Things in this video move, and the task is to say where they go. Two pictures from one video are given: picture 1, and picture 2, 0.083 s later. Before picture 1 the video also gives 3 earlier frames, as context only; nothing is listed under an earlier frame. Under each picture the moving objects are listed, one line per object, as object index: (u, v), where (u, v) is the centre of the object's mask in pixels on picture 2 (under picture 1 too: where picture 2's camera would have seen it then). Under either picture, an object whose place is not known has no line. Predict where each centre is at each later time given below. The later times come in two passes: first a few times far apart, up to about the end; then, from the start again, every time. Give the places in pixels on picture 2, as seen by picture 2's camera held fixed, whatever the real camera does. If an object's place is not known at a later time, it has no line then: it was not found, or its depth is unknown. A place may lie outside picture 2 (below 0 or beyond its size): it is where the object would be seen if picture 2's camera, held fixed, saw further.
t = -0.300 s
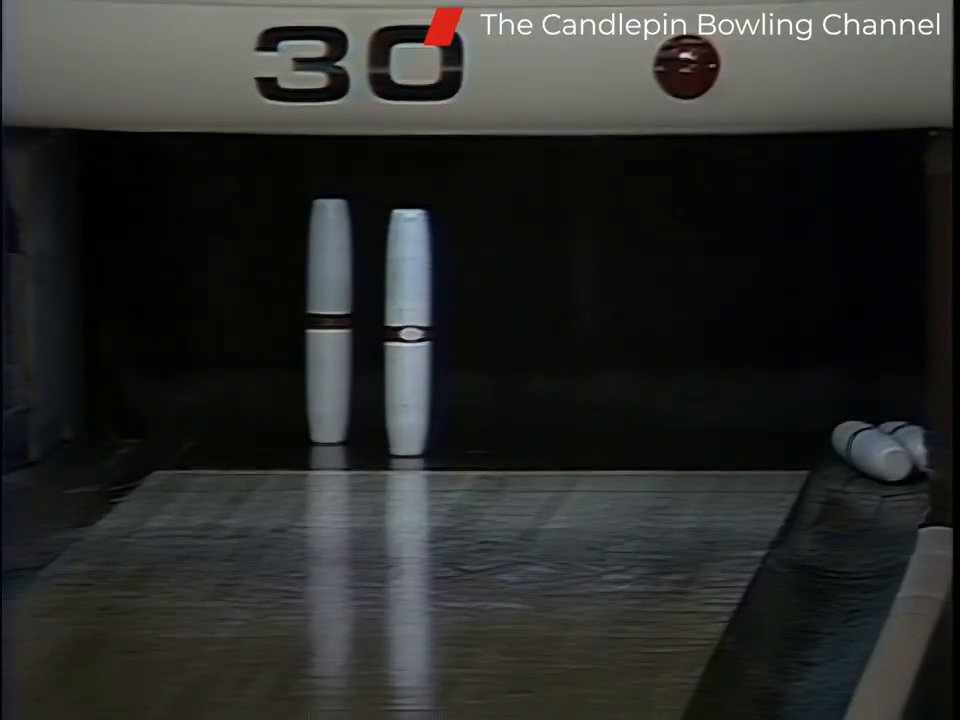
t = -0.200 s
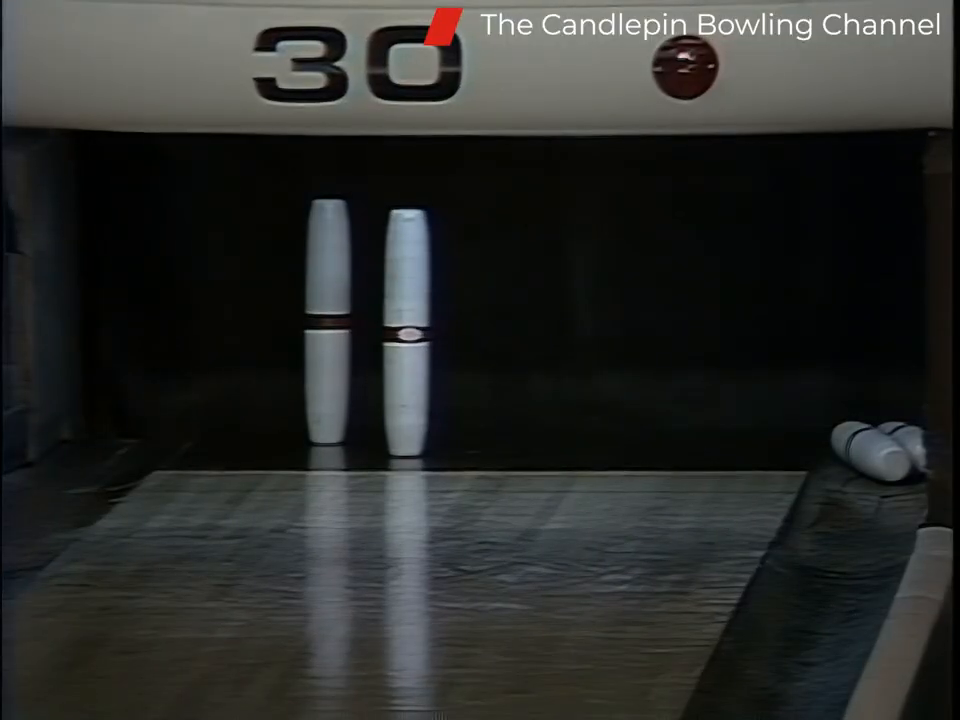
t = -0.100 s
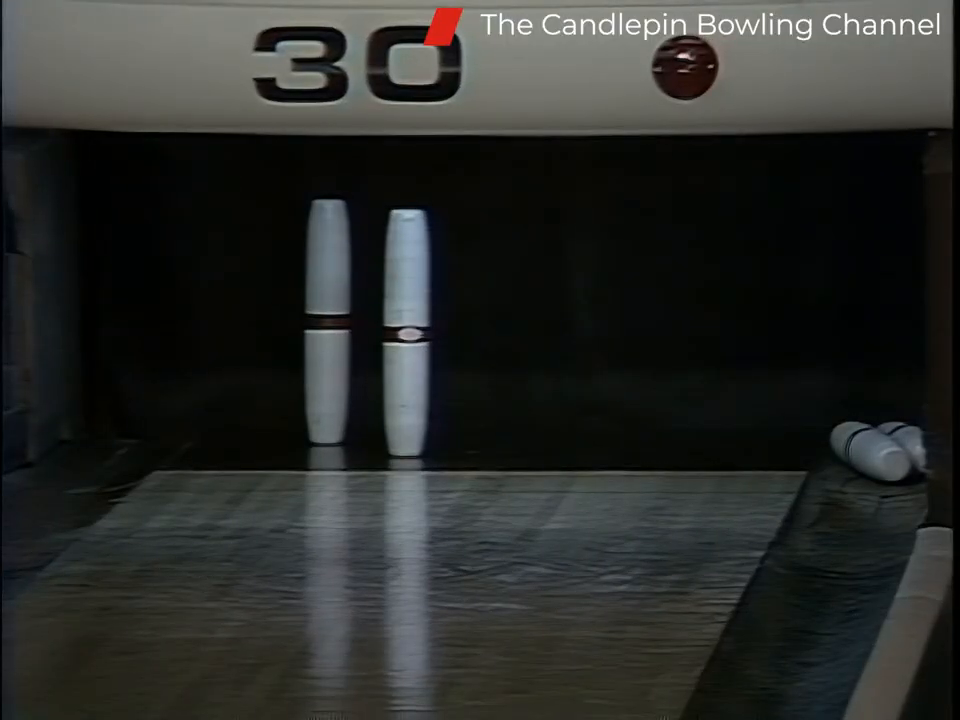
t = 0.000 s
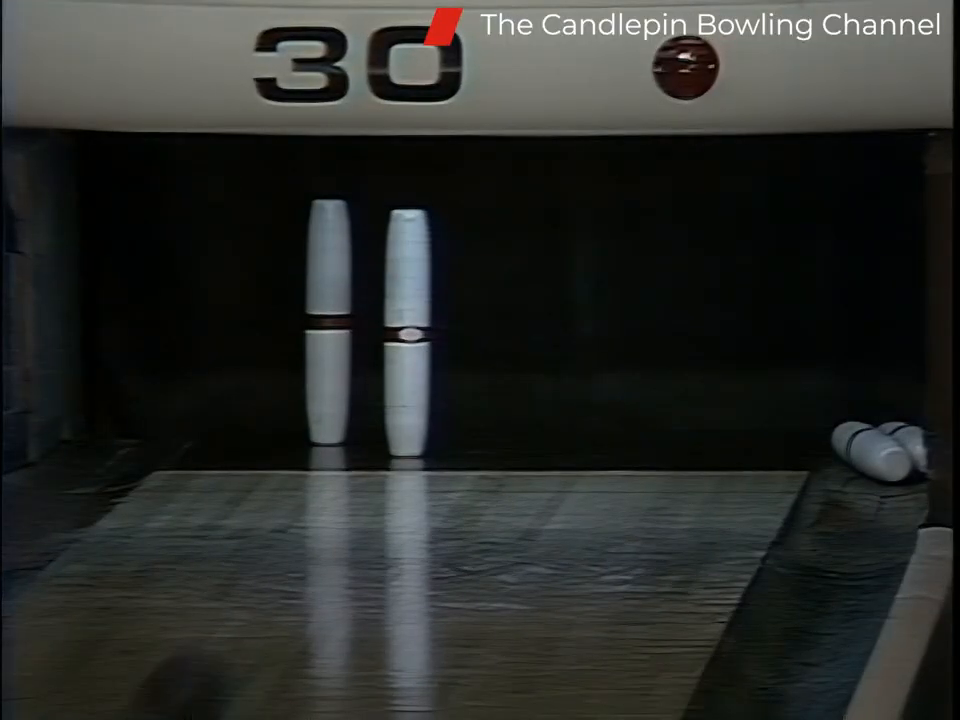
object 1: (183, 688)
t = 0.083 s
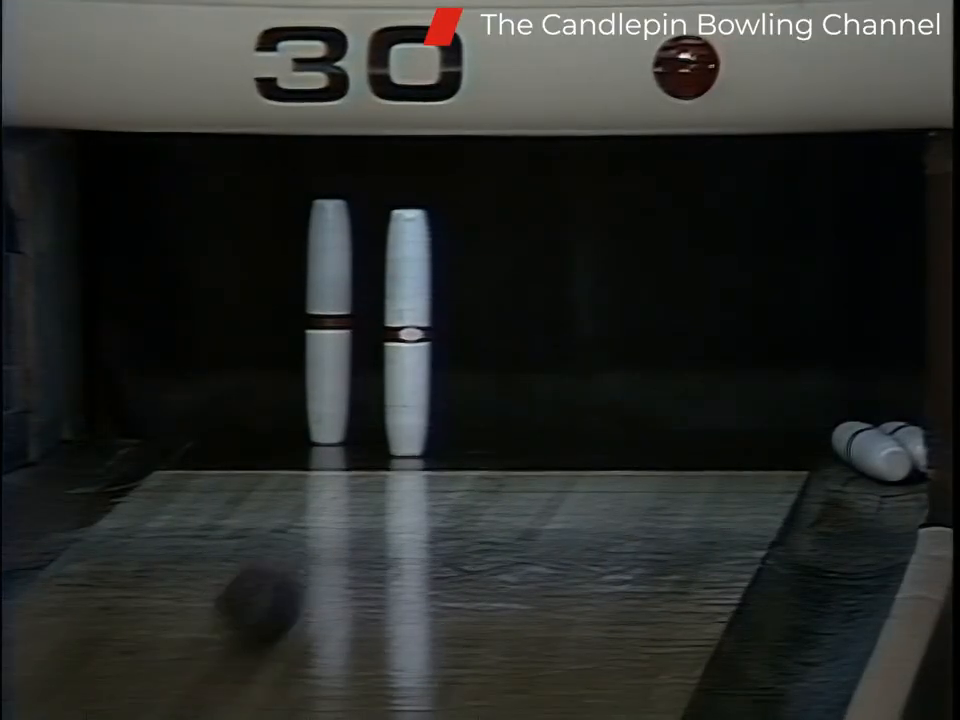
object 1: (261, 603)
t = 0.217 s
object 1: (361, 483)
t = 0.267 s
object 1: (394, 446)
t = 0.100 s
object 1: (274, 585)
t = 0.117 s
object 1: (288, 569)
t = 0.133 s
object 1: (300, 555)
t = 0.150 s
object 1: (313, 541)
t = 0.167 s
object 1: (327, 523)
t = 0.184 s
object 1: (338, 510)
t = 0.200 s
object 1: (351, 495)
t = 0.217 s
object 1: (361, 483)
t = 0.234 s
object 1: (372, 470)
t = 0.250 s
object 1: (382, 459)
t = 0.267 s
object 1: (394, 446)
